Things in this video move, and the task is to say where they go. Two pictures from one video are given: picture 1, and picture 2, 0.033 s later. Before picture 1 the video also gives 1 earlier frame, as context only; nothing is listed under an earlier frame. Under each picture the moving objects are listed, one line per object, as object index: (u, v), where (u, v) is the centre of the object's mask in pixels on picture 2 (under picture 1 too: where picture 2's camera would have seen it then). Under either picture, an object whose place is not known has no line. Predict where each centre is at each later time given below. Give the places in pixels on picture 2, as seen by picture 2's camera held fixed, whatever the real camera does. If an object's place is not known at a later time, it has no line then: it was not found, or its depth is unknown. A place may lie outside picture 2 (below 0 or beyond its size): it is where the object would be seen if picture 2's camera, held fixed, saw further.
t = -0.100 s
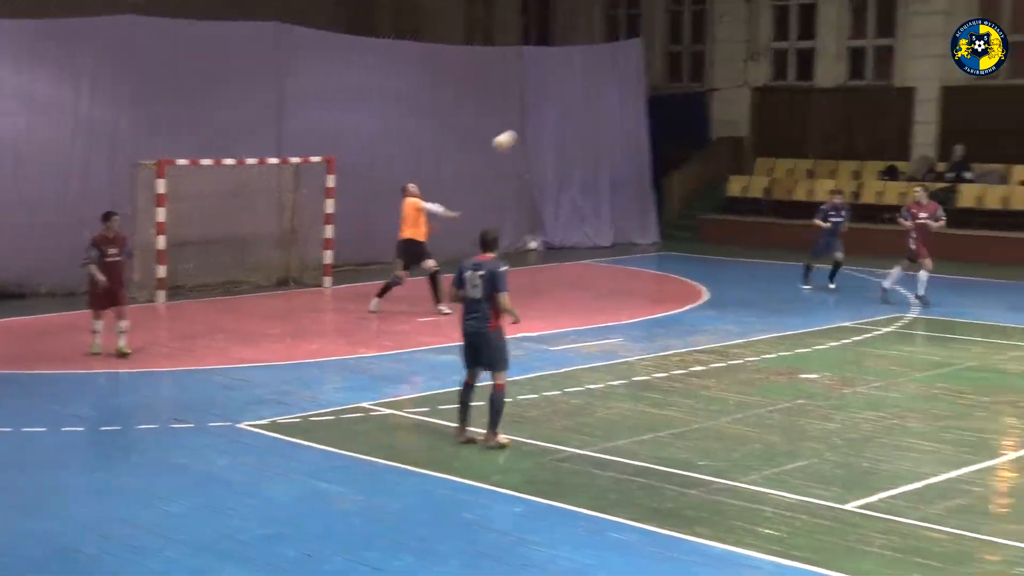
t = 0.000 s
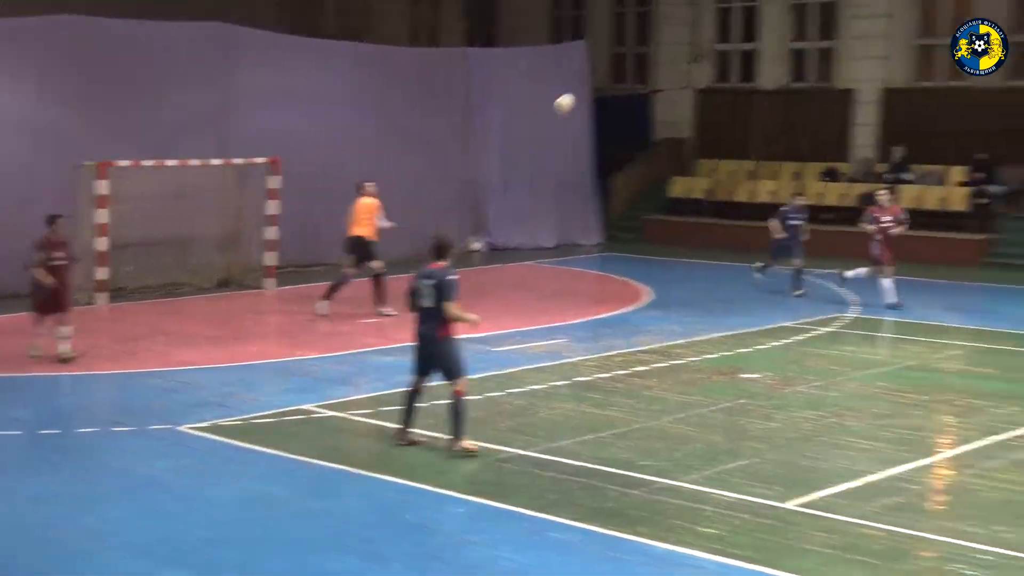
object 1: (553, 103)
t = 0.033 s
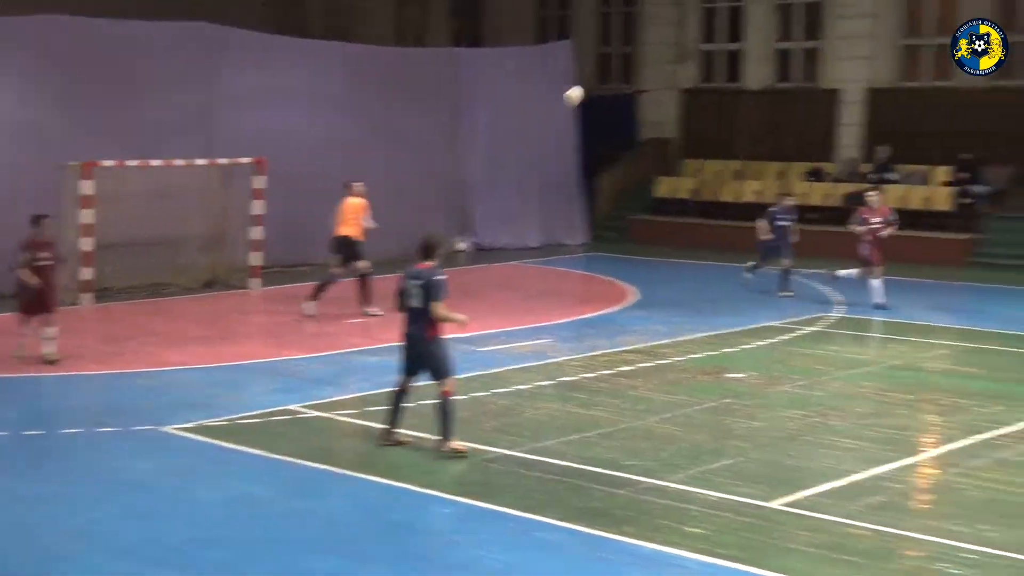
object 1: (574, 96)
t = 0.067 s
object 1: (614, 85)
